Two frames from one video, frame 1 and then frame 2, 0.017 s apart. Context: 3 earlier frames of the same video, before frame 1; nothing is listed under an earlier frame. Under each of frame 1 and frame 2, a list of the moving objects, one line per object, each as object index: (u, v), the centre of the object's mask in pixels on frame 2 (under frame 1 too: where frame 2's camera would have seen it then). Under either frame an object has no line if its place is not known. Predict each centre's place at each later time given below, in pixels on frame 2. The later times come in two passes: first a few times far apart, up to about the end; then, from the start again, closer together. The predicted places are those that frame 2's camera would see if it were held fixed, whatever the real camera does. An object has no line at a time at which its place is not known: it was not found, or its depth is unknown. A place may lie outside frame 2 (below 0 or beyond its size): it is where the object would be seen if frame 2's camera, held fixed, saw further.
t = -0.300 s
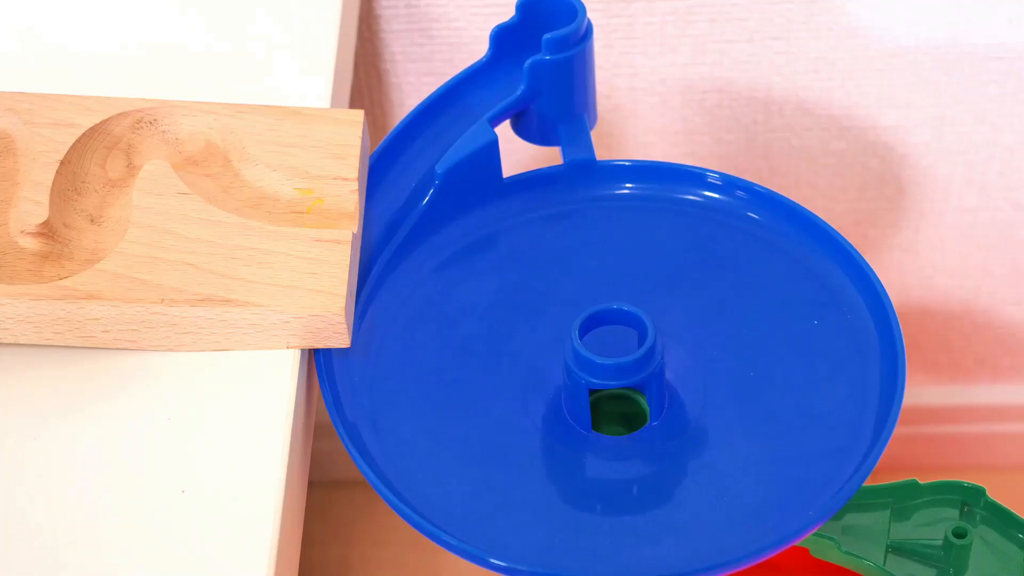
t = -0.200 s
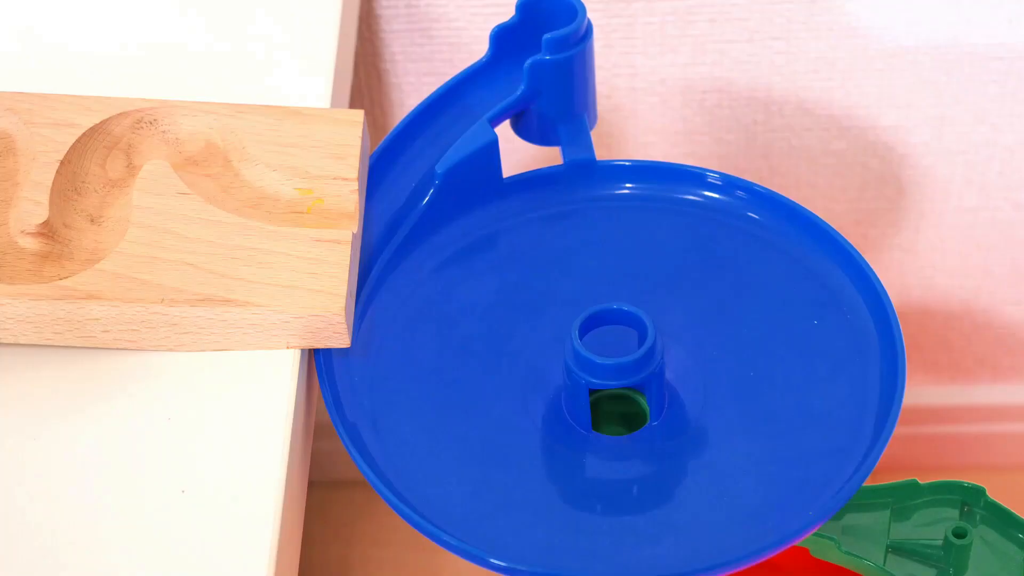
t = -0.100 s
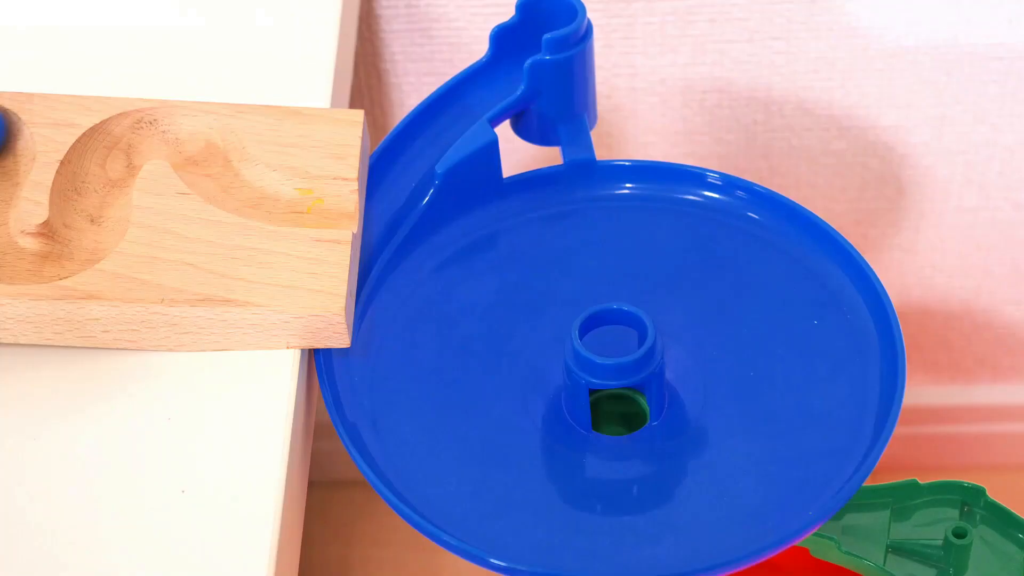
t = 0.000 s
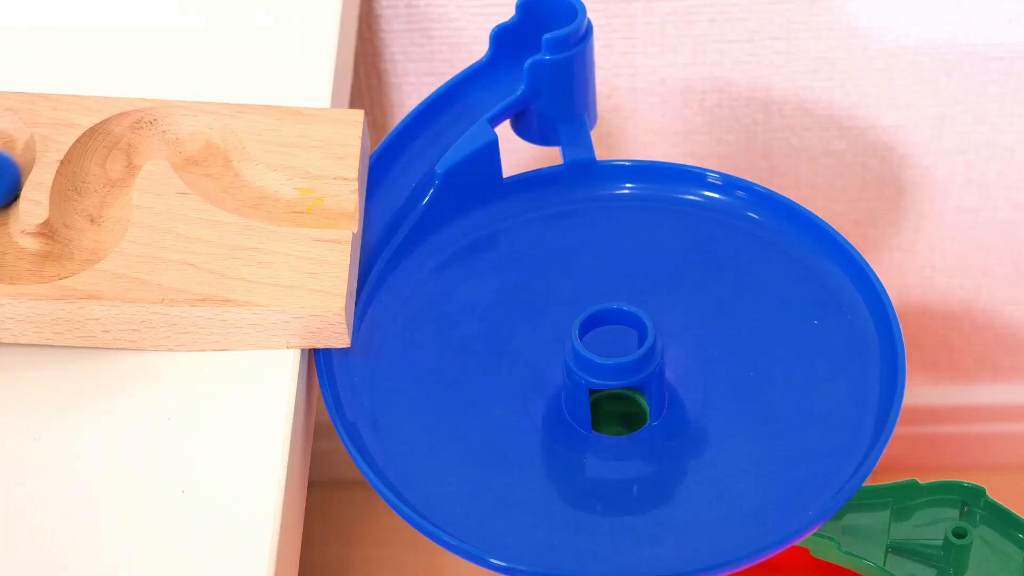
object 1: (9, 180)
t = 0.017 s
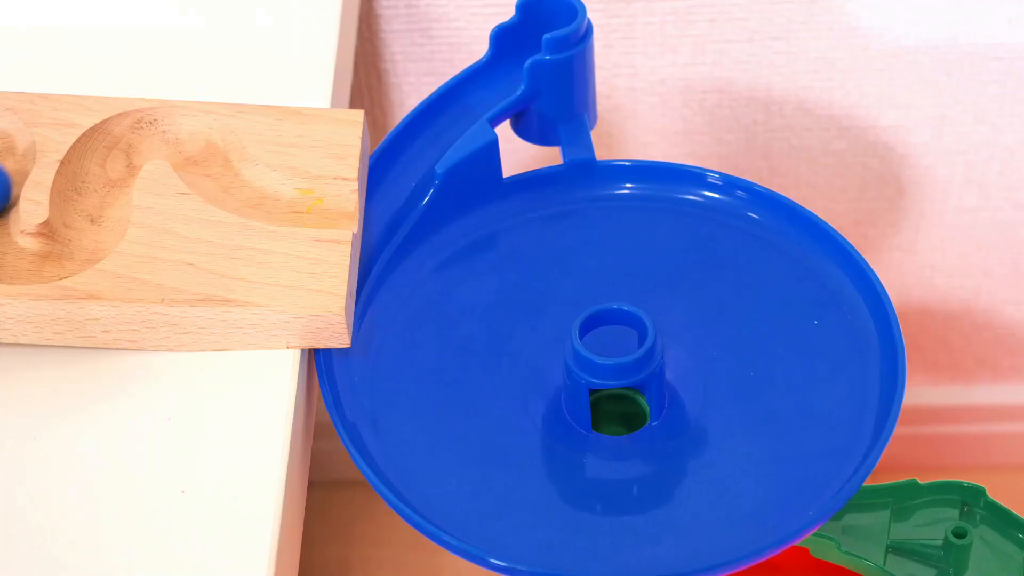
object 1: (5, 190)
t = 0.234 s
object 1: (72, 247)
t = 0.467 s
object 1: (141, 131)
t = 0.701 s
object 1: (254, 188)
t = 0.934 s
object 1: (455, 261)
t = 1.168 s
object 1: (772, 360)
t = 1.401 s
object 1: (812, 460)
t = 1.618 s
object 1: (616, 432)
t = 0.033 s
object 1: (2, 199)
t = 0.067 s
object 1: (2, 217)
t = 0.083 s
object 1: (5, 227)
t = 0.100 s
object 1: (7, 235)
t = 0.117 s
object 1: (9, 245)
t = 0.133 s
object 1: (11, 254)
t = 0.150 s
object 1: (14, 257)
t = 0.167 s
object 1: (19, 259)
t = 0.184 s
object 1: (27, 260)
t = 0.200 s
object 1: (40, 258)
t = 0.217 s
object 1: (56, 254)
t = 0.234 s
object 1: (72, 247)
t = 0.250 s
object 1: (85, 239)
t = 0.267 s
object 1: (94, 229)
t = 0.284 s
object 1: (98, 220)
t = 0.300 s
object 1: (98, 212)
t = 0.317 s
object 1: (93, 204)
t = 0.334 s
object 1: (88, 194)
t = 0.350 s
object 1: (87, 185)
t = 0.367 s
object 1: (90, 177)
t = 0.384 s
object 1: (98, 171)
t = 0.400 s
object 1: (107, 164)
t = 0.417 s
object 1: (116, 156)
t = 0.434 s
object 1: (124, 147)
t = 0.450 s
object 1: (132, 138)
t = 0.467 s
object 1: (141, 131)
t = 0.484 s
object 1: (151, 129)
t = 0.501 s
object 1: (162, 132)
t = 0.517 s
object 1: (174, 136)
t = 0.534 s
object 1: (186, 141)
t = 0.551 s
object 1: (197, 144)
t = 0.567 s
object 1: (208, 147)
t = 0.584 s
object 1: (215, 151)
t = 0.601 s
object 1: (219, 157)
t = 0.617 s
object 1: (221, 166)
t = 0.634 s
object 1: (221, 174)
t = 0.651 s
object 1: (224, 178)
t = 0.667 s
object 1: (231, 182)
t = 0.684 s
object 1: (242, 186)
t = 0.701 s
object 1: (254, 188)
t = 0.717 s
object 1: (267, 188)
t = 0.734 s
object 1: (278, 191)
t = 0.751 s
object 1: (288, 196)
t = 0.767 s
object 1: (299, 199)
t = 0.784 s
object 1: (310, 200)
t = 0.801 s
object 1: (322, 200)
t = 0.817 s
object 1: (336, 200)
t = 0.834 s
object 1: (350, 196)
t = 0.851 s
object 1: (364, 195)
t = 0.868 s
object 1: (381, 201)
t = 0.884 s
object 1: (394, 211)
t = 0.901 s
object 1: (415, 232)
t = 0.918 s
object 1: (435, 252)
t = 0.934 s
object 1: (455, 261)
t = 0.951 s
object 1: (476, 261)
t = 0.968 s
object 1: (497, 266)
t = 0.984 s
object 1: (519, 272)
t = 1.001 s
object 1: (543, 276)
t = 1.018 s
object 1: (568, 283)
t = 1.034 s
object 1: (595, 286)
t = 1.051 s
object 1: (618, 290)
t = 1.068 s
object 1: (648, 298)
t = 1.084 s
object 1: (670, 310)
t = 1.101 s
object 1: (695, 323)
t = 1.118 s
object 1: (716, 331)
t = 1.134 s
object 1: (735, 340)
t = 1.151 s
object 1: (754, 351)
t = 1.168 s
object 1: (772, 360)
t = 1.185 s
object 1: (788, 369)
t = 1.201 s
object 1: (801, 378)
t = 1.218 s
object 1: (814, 387)
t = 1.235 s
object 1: (827, 398)
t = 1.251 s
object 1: (837, 407)
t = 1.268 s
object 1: (847, 419)
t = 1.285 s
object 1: (852, 424)
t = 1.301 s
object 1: (848, 428)
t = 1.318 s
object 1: (843, 436)
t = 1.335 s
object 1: (839, 442)
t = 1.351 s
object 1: (834, 448)
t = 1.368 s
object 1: (828, 453)
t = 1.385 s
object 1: (821, 457)
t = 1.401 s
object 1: (812, 460)
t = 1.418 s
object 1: (802, 463)
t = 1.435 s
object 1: (791, 465)
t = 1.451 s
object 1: (779, 466)
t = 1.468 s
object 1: (767, 467)
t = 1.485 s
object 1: (753, 467)
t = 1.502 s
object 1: (738, 466)
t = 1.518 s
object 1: (723, 464)
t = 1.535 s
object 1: (707, 462)
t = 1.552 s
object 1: (689, 458)
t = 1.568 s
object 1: (672, 454)
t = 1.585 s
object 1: (651, 447)
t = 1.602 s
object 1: (632, 440)
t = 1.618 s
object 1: (616, 432)
